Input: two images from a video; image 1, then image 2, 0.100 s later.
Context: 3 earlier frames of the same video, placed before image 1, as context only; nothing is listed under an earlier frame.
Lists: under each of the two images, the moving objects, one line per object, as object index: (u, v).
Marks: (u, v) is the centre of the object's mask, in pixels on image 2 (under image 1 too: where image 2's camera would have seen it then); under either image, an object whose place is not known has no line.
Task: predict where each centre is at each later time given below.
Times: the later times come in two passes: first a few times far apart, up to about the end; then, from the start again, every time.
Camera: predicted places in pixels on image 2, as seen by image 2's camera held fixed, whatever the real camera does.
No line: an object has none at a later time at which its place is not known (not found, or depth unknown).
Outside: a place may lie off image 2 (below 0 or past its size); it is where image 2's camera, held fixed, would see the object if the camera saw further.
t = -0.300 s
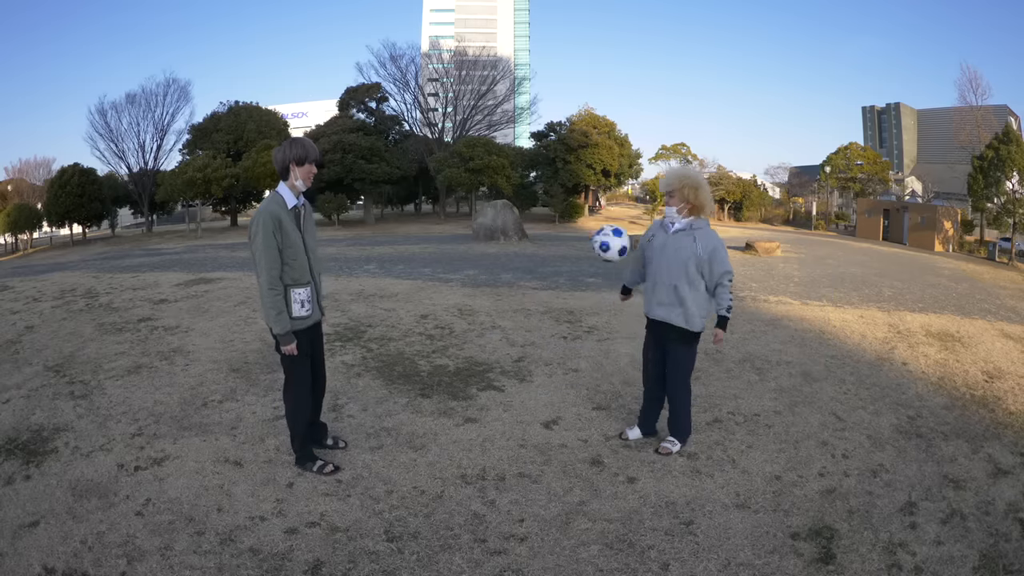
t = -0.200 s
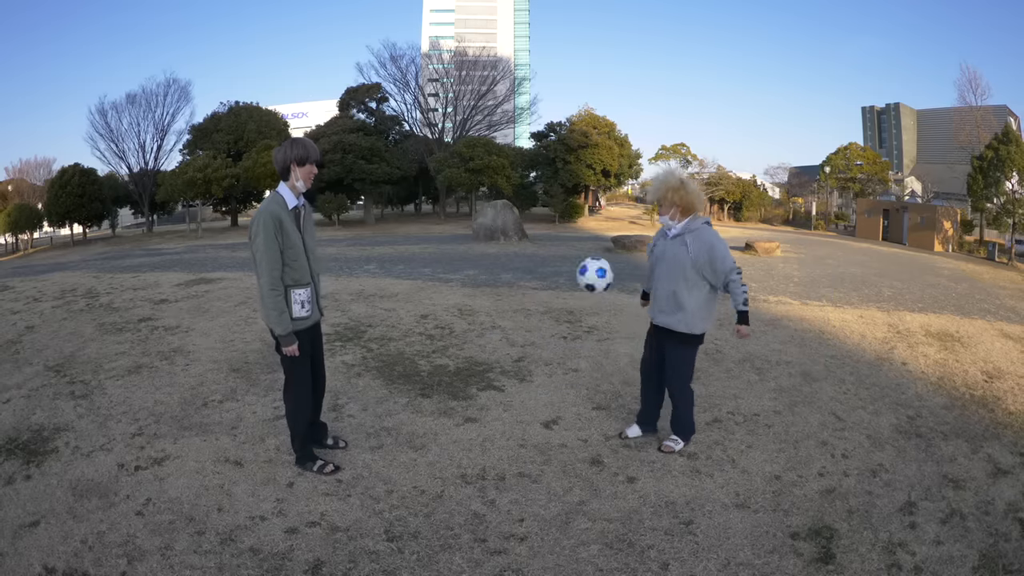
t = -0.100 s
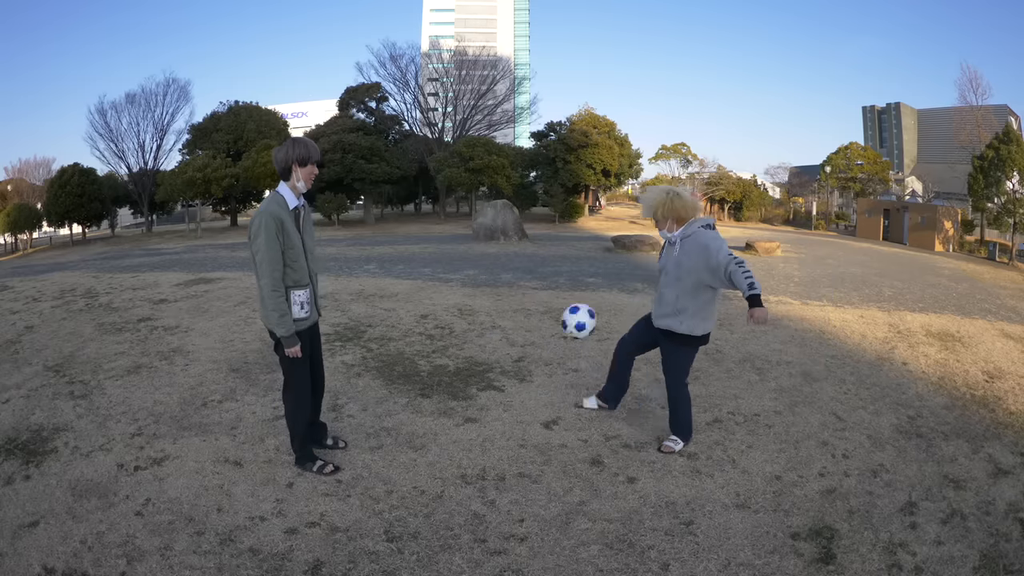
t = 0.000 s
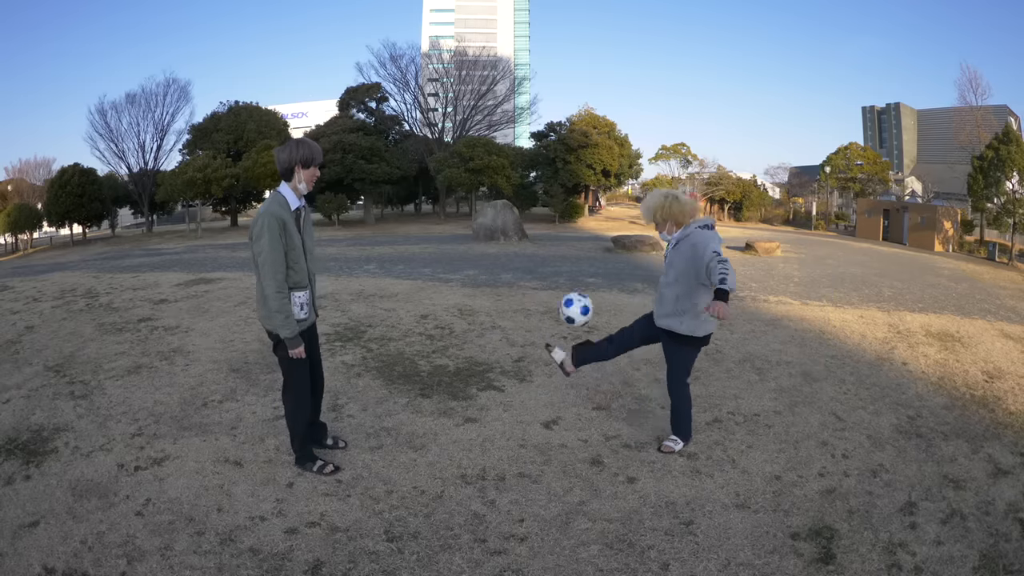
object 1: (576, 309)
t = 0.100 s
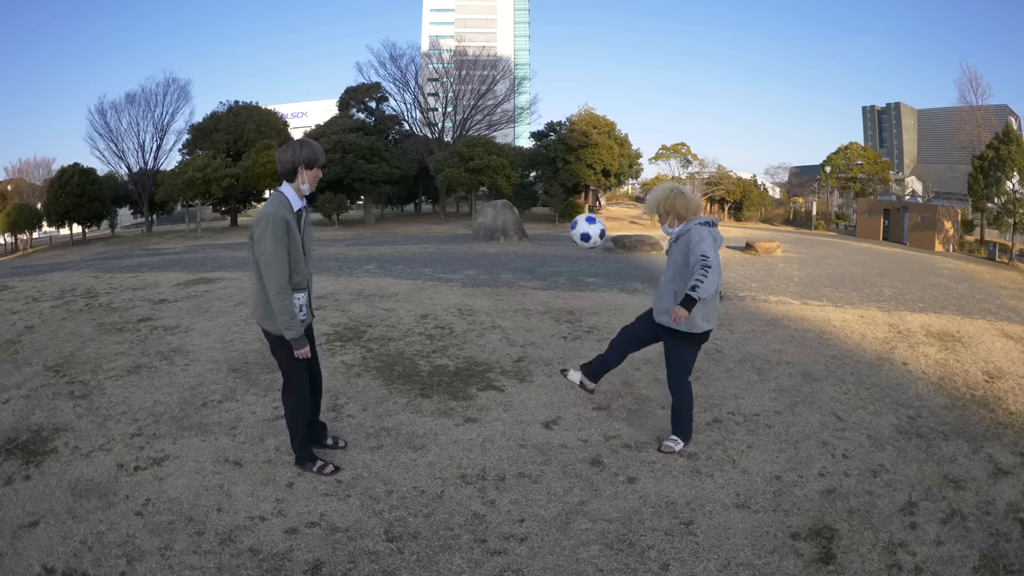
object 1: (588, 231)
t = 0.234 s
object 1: (603, 149)
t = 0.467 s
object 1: (627, 78)
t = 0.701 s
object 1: (652, 90)
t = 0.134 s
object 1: (592, 208)
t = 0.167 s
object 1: (595, 186)
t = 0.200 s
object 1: (600, 167)
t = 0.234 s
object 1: (603, 149)
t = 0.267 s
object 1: (606, 133)
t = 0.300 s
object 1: (610, 120)
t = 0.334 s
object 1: (613, 107)
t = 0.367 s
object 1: (616, 97)
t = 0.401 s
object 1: (620, 89)
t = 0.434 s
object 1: (623, 82)
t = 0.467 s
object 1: (627, 78)
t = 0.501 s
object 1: (630, 75)
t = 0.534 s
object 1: (633, 73)
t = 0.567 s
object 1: (637, 73)
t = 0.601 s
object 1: (640, 74)
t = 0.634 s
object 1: (644, 78)
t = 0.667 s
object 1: (648, 83)
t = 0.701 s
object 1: (652, 90)
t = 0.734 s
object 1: (655, 99)
